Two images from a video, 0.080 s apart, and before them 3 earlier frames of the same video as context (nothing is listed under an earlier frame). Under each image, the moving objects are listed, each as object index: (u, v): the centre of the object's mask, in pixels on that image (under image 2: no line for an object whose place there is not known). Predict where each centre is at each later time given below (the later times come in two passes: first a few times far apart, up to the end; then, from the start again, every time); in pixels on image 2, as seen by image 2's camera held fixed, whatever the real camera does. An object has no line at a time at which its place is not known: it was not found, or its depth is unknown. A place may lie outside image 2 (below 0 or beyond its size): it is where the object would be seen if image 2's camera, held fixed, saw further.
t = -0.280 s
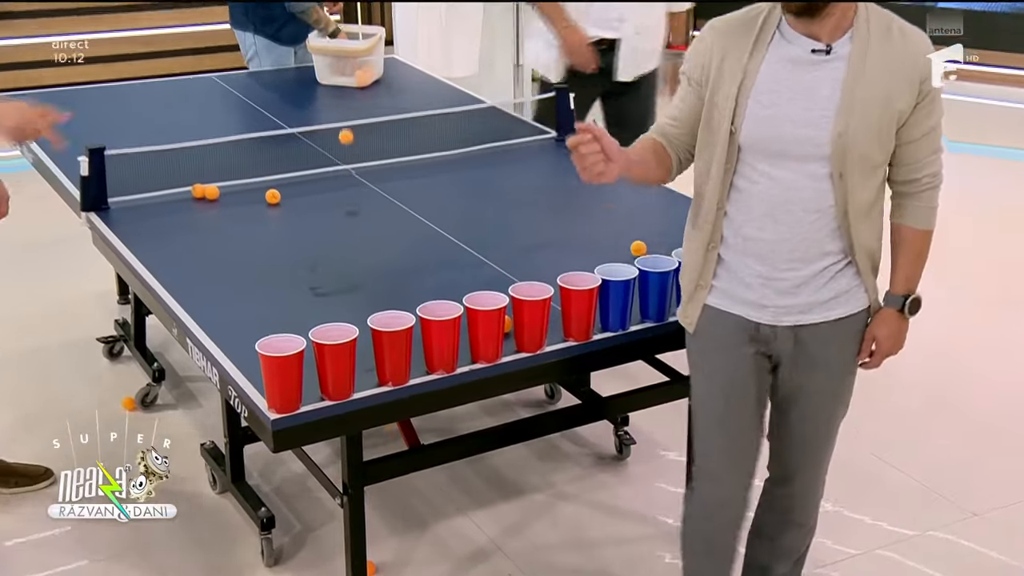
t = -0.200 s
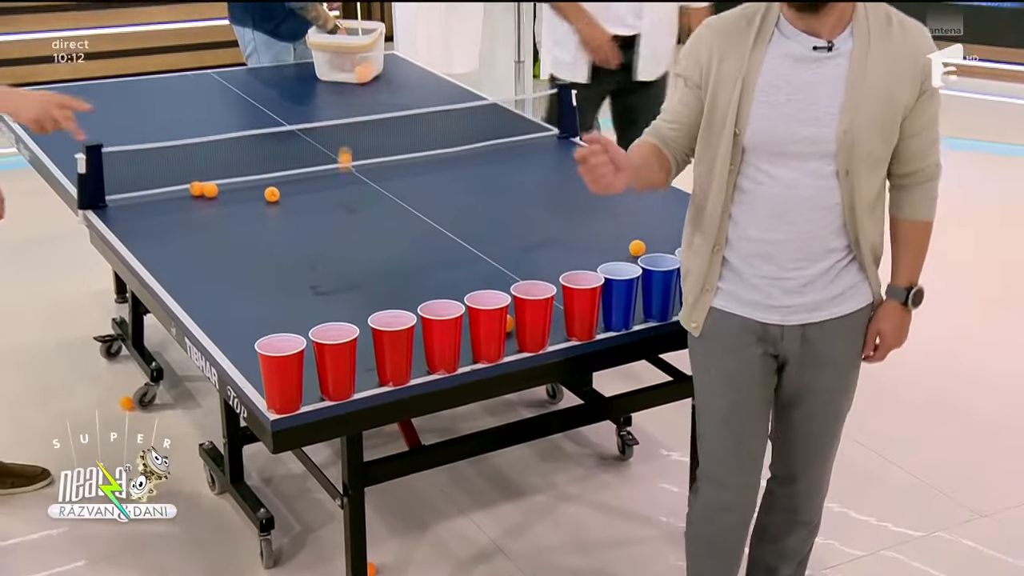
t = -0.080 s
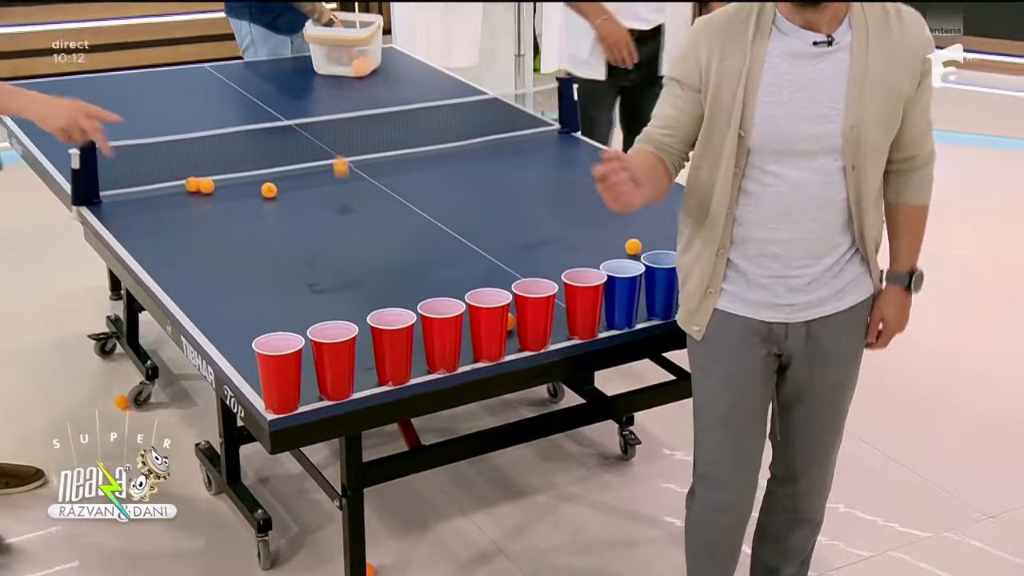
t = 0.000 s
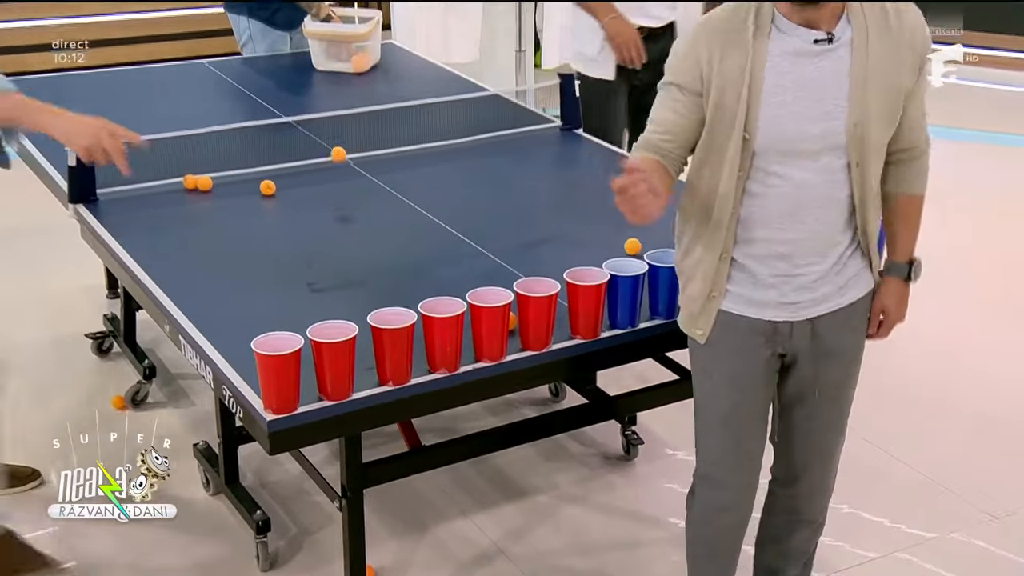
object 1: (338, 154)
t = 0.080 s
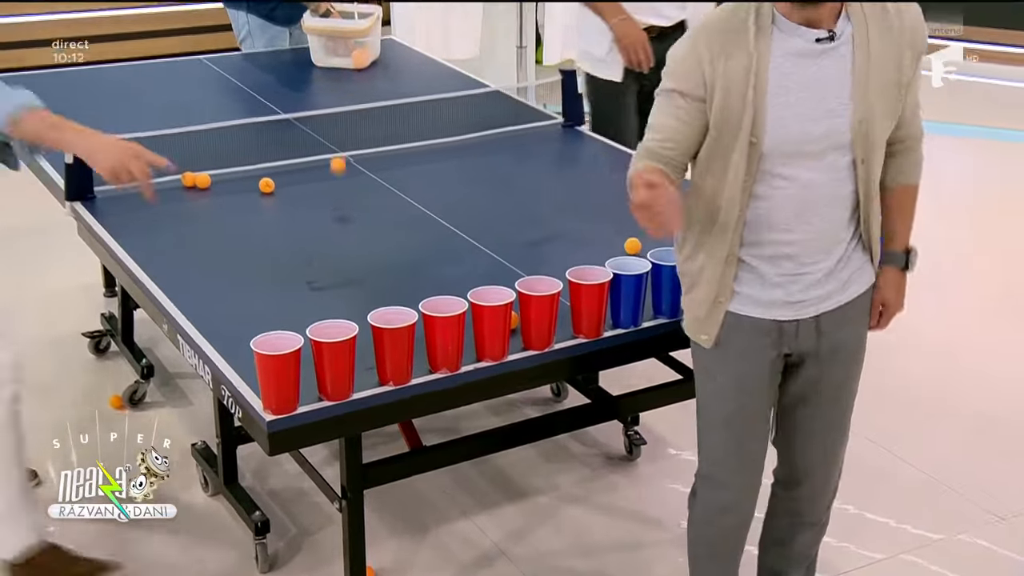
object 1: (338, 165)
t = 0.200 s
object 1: (337, 189)
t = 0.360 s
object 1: (333, 192)
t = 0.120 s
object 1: (338, 178)
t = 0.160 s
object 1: (338, 195)
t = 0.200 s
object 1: (337, 189)
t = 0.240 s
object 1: (336, 182)
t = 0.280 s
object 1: (334, 181)
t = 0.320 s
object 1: (334, 184)
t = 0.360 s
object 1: (333, 192)
